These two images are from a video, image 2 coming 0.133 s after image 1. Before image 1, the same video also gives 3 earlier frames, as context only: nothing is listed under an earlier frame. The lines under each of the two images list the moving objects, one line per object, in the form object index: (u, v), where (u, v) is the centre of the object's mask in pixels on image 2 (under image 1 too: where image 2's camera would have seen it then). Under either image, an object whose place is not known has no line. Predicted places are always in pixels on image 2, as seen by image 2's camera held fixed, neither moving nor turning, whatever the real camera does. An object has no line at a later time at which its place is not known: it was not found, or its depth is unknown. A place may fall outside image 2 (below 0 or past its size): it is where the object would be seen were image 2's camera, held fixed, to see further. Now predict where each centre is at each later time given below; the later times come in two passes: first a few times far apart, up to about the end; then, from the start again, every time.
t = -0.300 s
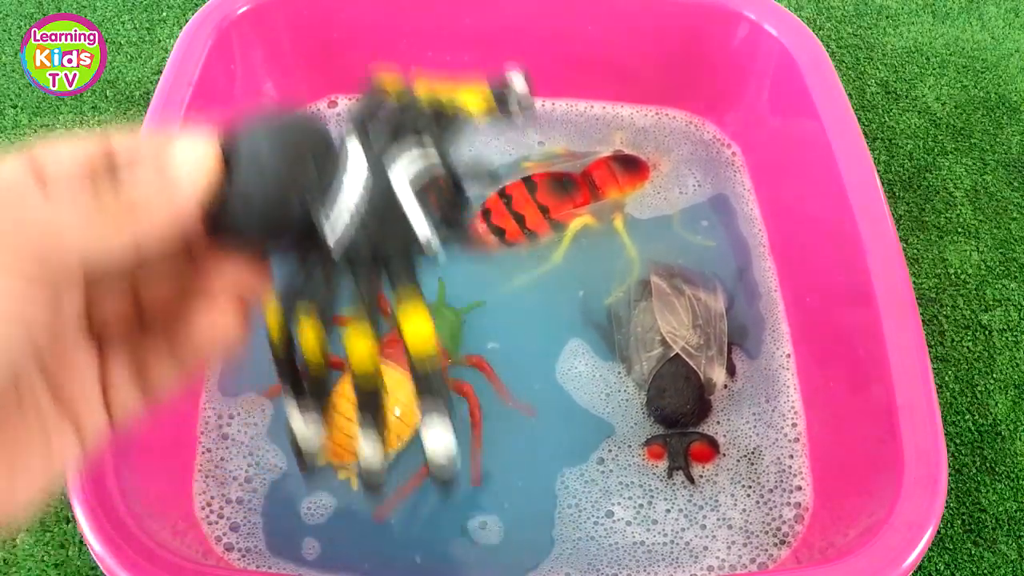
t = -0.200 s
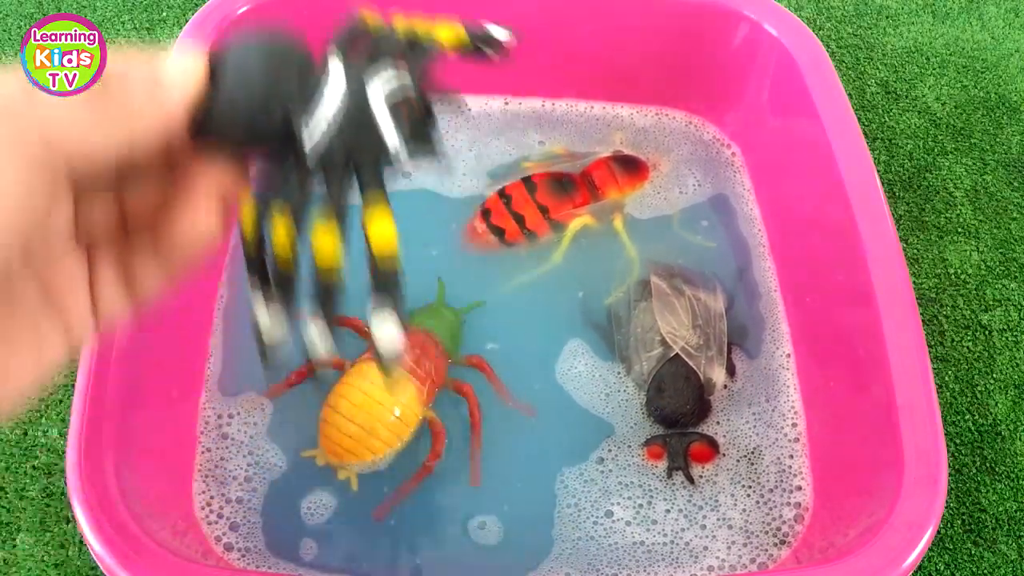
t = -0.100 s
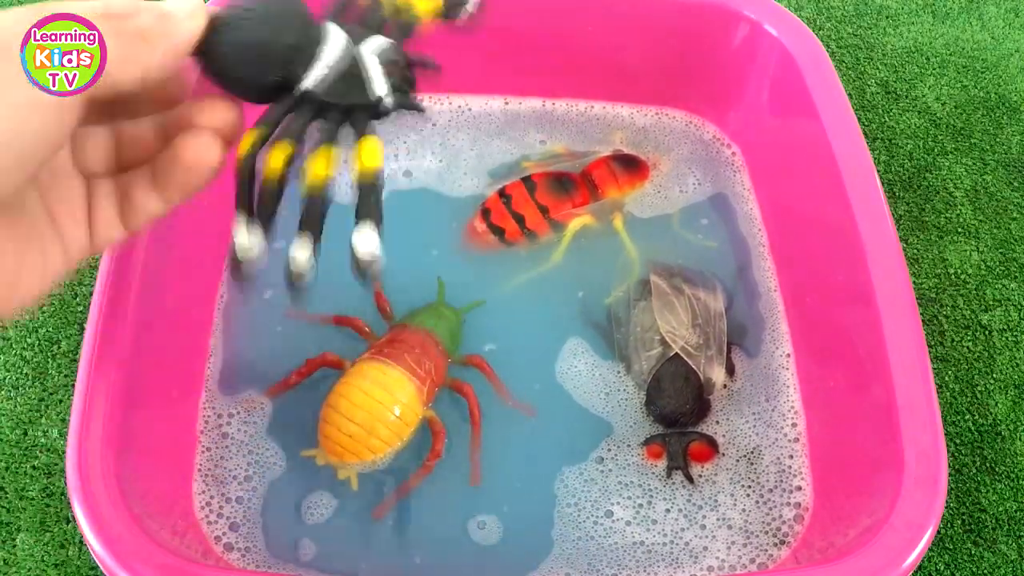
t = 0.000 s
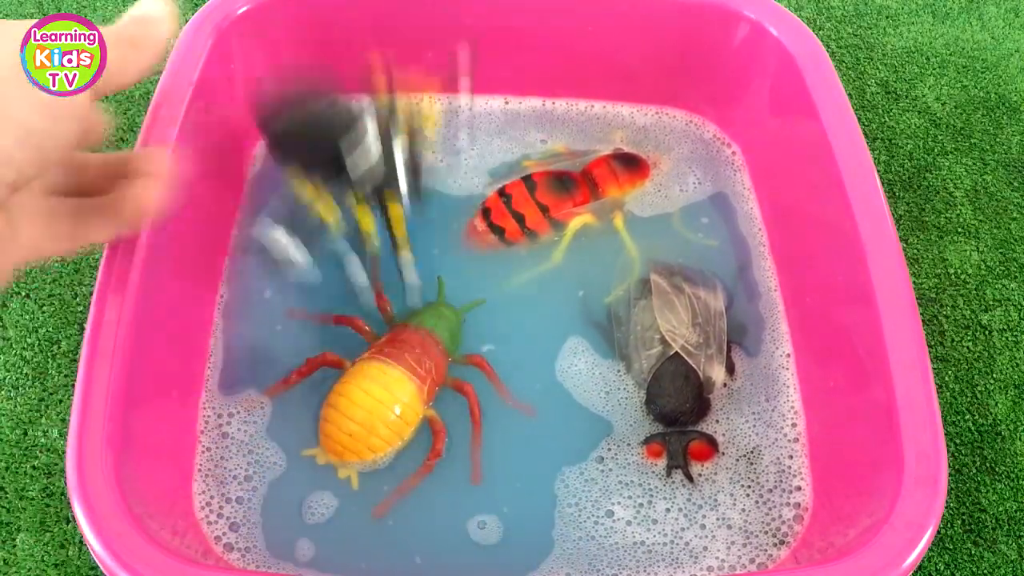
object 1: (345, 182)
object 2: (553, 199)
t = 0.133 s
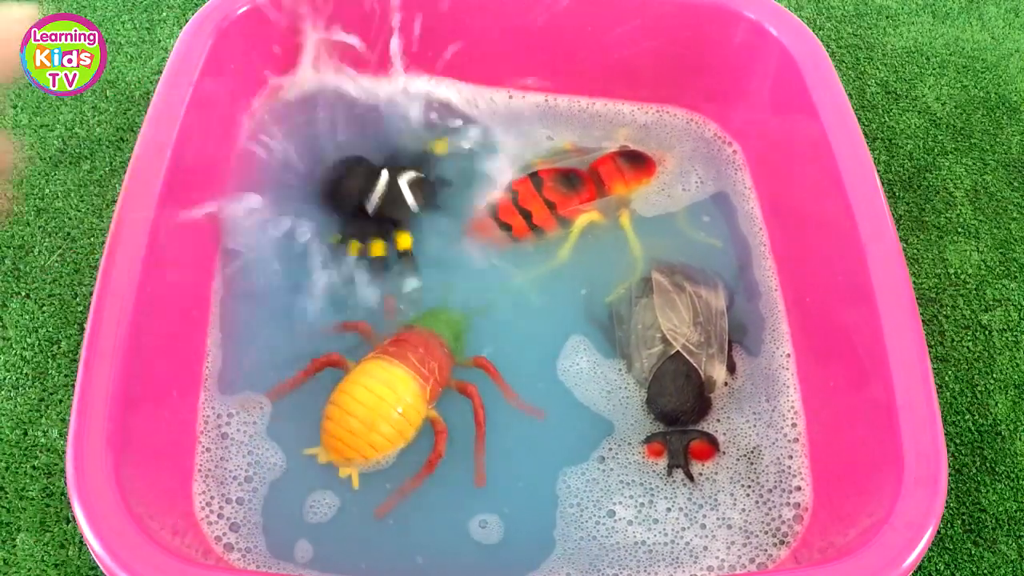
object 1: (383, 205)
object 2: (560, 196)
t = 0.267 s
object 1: (375, 189)
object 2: (565, 200)
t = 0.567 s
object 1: (379, 174)
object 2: (565, 205)
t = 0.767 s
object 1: (395, 184)
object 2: (568, 205)
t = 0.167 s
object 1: (391, 202)
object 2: (561, 196)
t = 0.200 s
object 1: (395, 189)
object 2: (562, 198)
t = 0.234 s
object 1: (380, 187)
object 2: (564, 198)
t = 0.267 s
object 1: (375, 189)
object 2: (565, 200)
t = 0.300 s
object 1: (374, 182)
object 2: (569, 201)
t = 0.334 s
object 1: (377, 178)
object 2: (570, 202)
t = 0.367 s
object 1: (378, 181)
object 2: (570, 204)
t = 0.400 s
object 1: (380, 183)
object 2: (567, 205)
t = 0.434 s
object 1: (378, 183)
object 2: (565, 206)
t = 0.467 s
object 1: (379, 185)
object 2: (565, 206)
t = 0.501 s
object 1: (386, 184)
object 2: (566, 205)
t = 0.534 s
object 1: (387, 171)
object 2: (565, 205)
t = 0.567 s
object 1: (379, 174)
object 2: (565, 205)
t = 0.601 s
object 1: (381, 175)
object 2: (563, 206)
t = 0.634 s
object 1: (385, 176)
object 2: (564, 205)
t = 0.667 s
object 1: (387, 180)
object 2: (565, 204)
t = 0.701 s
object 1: (389, 183)
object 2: (566, 204)
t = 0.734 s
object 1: (392, 184)
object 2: (567, 205)
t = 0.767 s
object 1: (395, 184)
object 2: (568, 205)
